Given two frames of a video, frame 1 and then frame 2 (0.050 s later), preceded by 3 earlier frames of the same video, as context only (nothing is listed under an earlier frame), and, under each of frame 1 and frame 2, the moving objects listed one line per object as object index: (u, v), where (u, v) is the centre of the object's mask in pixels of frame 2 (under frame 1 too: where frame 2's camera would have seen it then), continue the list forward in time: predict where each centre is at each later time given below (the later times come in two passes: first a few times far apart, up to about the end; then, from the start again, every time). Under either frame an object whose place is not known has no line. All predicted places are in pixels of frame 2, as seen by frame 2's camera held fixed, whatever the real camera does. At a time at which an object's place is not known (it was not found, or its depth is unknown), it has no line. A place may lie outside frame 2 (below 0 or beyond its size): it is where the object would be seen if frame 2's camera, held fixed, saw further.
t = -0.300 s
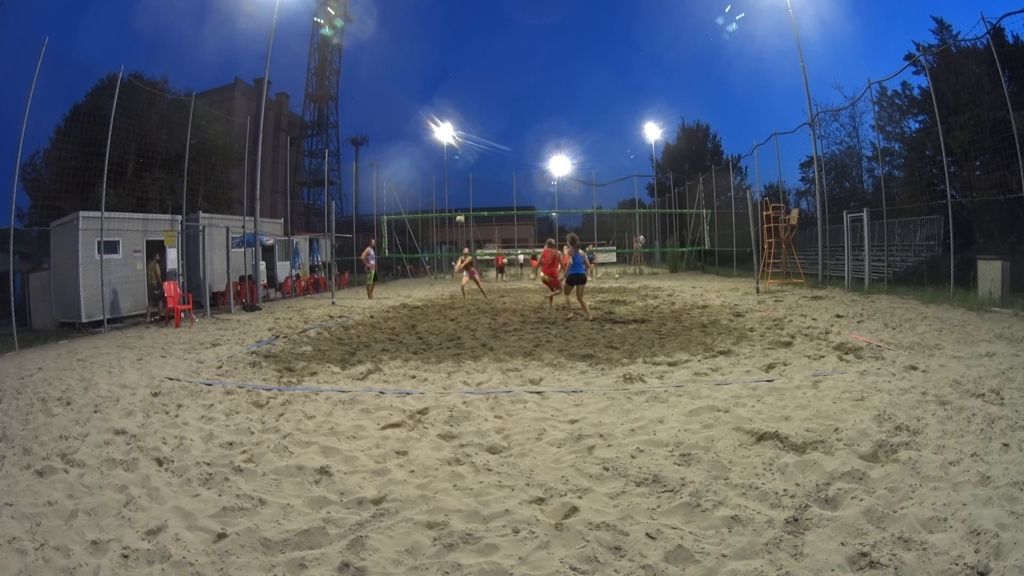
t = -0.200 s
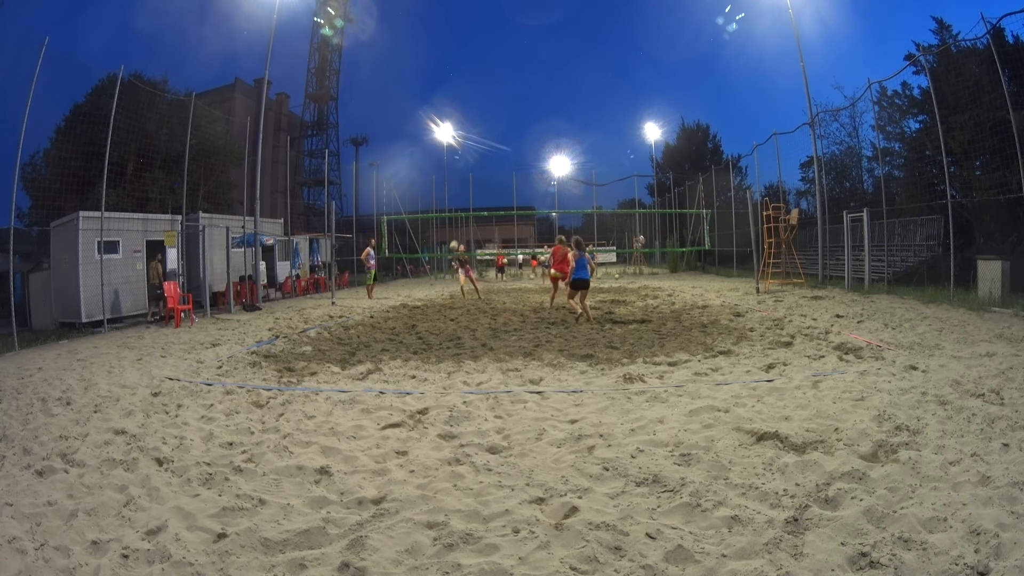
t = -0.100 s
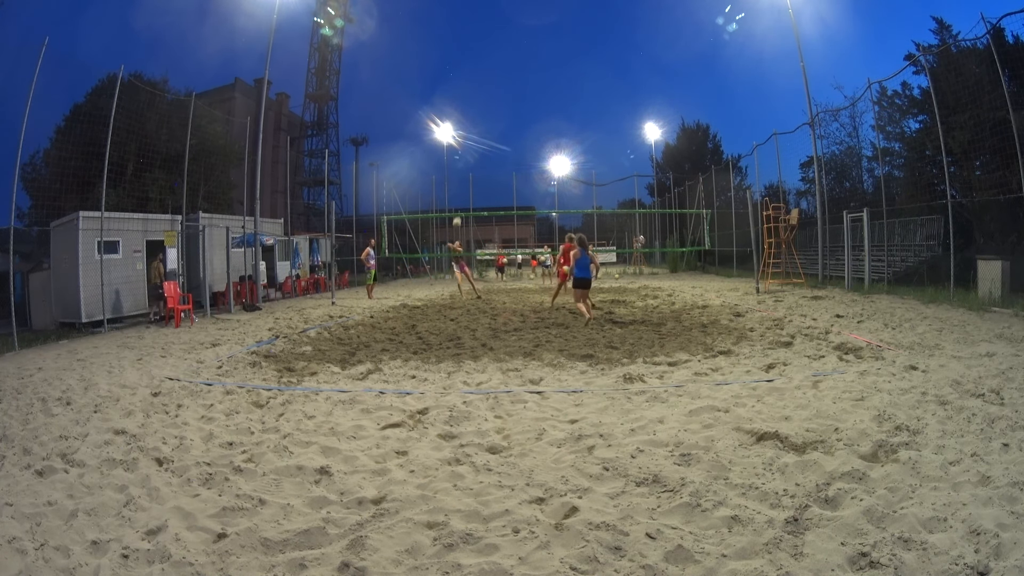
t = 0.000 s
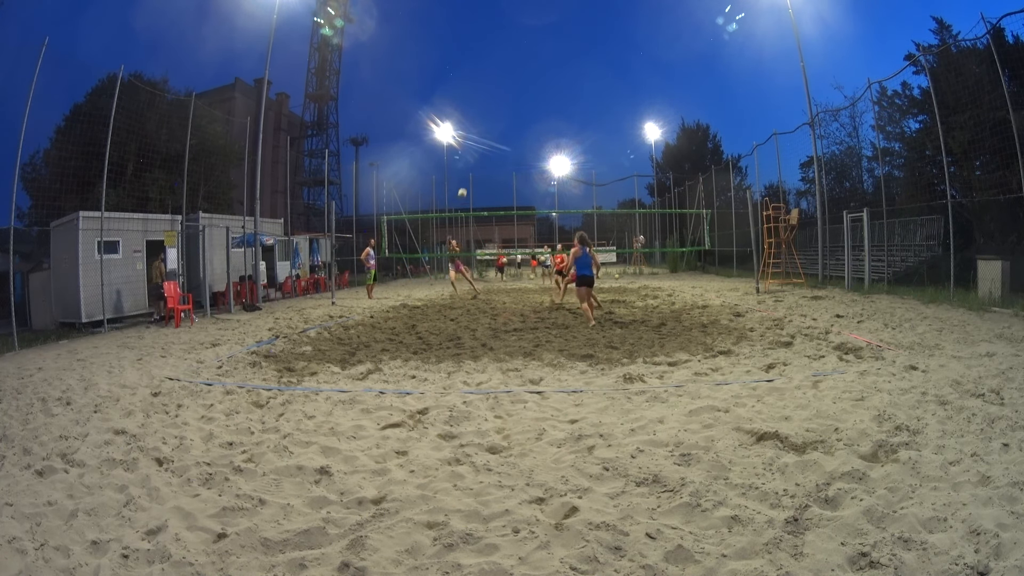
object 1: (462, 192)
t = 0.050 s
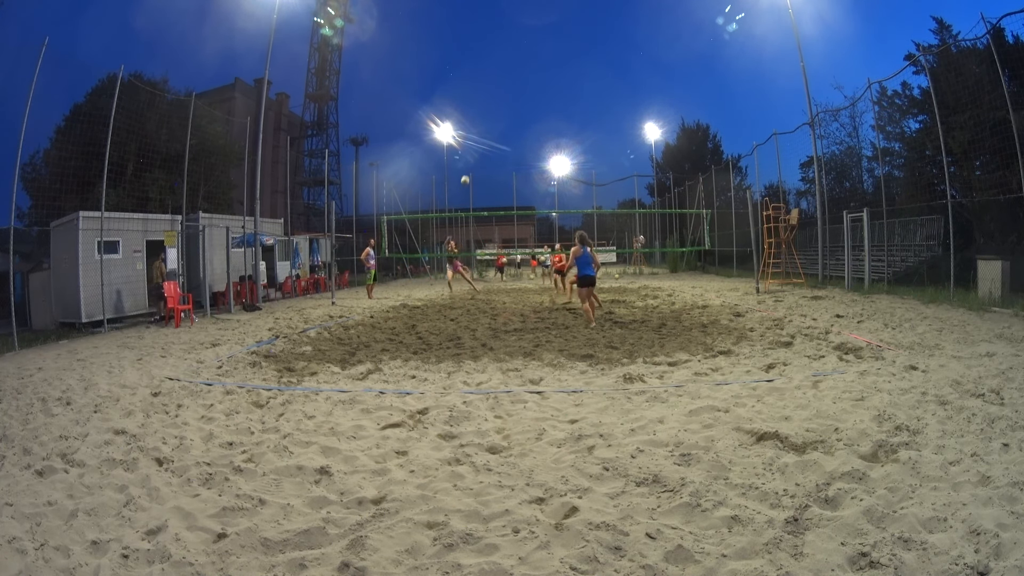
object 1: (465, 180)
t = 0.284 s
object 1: (478, 134)
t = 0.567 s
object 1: (494, 106)
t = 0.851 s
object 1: (511, 104)
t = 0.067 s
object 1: (466, 176)
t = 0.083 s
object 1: (467, 172)
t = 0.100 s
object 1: (468, 168)
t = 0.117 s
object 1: (469, 165)
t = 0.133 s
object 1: (470, 161)
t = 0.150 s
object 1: (471, 158)
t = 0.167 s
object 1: (471, 154)
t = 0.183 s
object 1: (472, 151)
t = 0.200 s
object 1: (473, 148)
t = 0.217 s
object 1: (474, 145)
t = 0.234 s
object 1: (475, 142)
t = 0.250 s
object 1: (476, 139)
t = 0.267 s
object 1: (477, 137)
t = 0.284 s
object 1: (478, 134)
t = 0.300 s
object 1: (479, 132)
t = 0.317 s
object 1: (480, 129)
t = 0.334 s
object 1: (481, 127)
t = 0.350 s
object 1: (482, 125)
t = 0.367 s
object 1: (483, 123)
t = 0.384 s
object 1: (484, 121)
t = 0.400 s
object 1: (485, 119)
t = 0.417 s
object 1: (486, 117)
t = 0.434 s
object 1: (487, 115)
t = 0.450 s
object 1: (487, 114)
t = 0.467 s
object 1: (488, 112)
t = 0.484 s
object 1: (489, 111)
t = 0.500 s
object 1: (490, 110)
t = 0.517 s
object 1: (491, 109)
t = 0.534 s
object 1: (492, 107)
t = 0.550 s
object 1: (493, 106)
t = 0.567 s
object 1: (494, 106)
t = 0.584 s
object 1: (495, 105)
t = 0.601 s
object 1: (496, 104)
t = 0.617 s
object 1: (497, 103)
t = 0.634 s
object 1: (498, 103)
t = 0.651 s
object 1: (499, 103)
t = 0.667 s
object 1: (500, 102)
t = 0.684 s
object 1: (501, 102)
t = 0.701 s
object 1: (502, 102)
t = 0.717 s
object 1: (503, 102)
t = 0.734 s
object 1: (504, 102)
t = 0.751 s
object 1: (505, 102)
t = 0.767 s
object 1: (506, 102)
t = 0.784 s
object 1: (507, 102)
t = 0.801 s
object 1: (508, 102)
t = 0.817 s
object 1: (509, 103)
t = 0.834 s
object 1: (510, 103)
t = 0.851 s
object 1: (511, 104)
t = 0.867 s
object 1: (512, 105)
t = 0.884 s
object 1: (513, 106)
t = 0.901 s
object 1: (514, 106)
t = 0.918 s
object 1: (515, 108)
